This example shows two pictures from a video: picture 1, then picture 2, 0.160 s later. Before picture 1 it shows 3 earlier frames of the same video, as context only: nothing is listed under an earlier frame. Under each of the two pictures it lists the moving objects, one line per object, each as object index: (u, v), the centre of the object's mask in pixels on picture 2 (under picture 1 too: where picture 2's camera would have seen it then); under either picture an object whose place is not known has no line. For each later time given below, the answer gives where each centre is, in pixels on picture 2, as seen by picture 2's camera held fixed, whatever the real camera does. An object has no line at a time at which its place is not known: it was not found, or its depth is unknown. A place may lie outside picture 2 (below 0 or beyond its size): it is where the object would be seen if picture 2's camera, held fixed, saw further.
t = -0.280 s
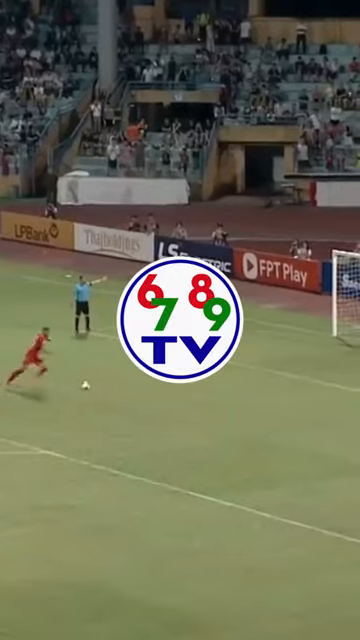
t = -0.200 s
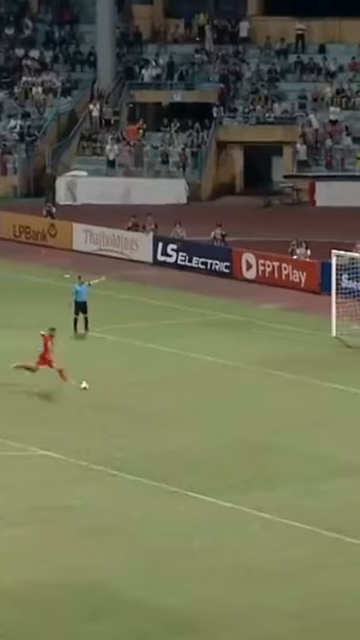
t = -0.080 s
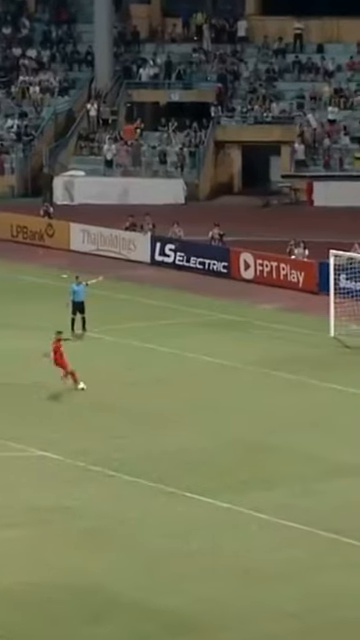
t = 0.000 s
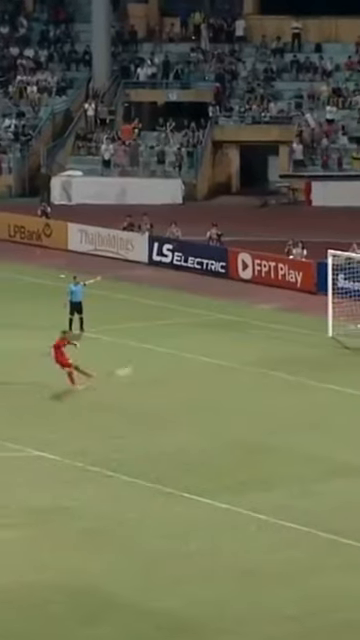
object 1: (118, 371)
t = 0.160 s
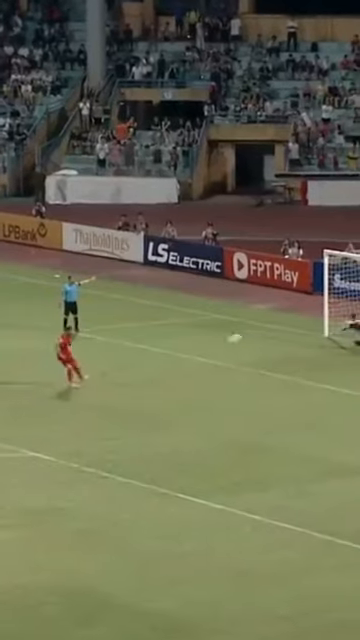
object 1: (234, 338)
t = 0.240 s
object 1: (284, 327)
